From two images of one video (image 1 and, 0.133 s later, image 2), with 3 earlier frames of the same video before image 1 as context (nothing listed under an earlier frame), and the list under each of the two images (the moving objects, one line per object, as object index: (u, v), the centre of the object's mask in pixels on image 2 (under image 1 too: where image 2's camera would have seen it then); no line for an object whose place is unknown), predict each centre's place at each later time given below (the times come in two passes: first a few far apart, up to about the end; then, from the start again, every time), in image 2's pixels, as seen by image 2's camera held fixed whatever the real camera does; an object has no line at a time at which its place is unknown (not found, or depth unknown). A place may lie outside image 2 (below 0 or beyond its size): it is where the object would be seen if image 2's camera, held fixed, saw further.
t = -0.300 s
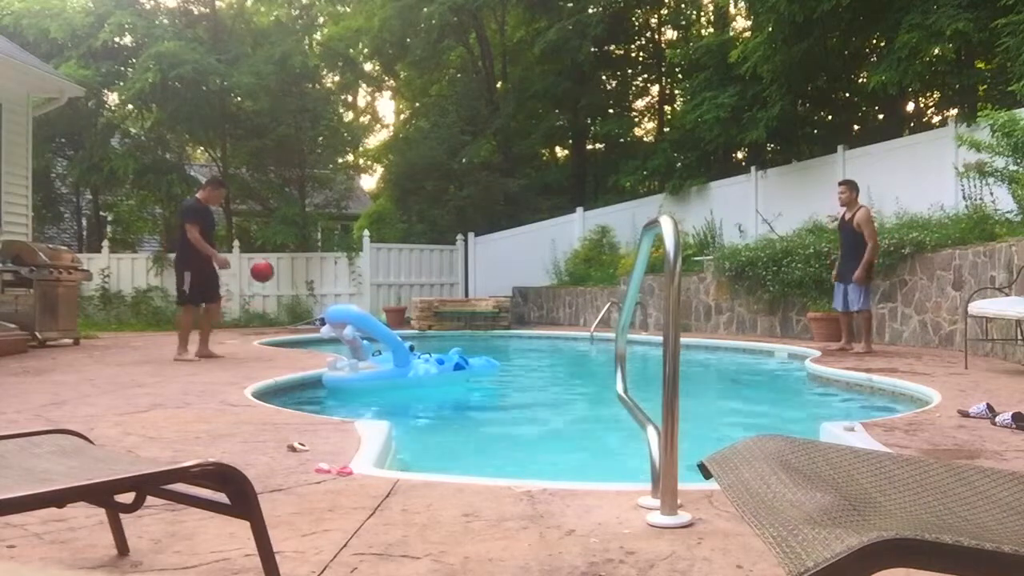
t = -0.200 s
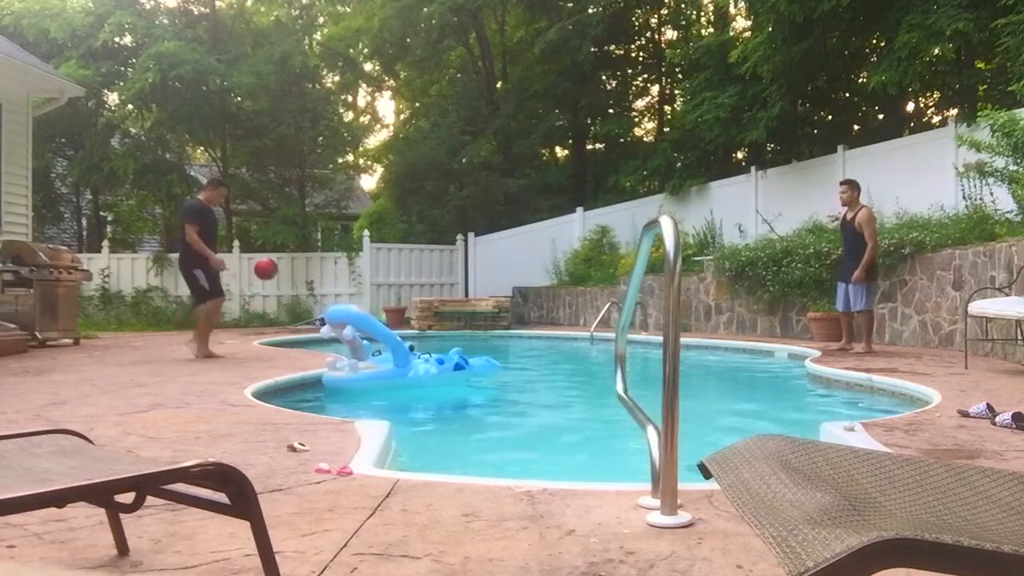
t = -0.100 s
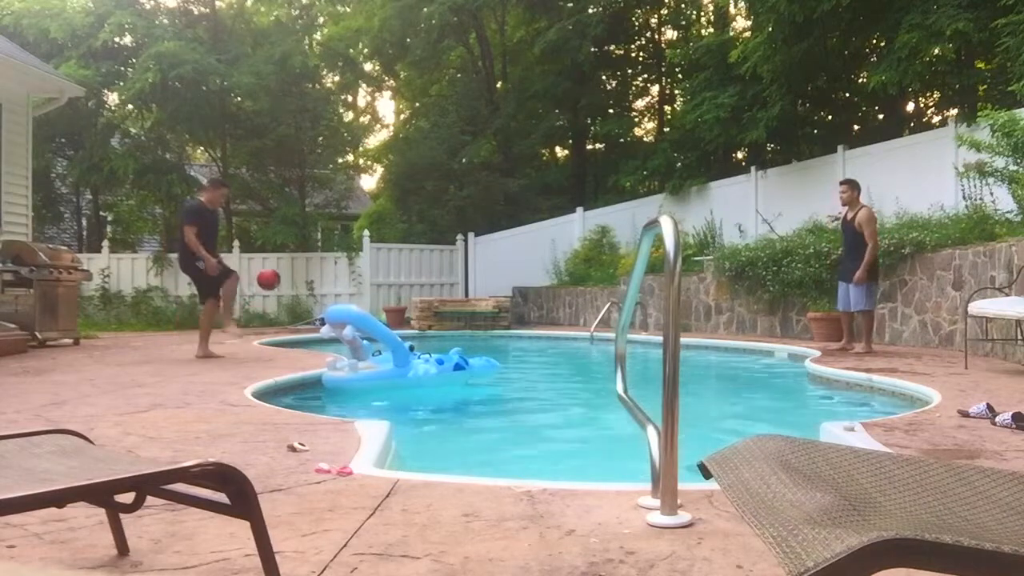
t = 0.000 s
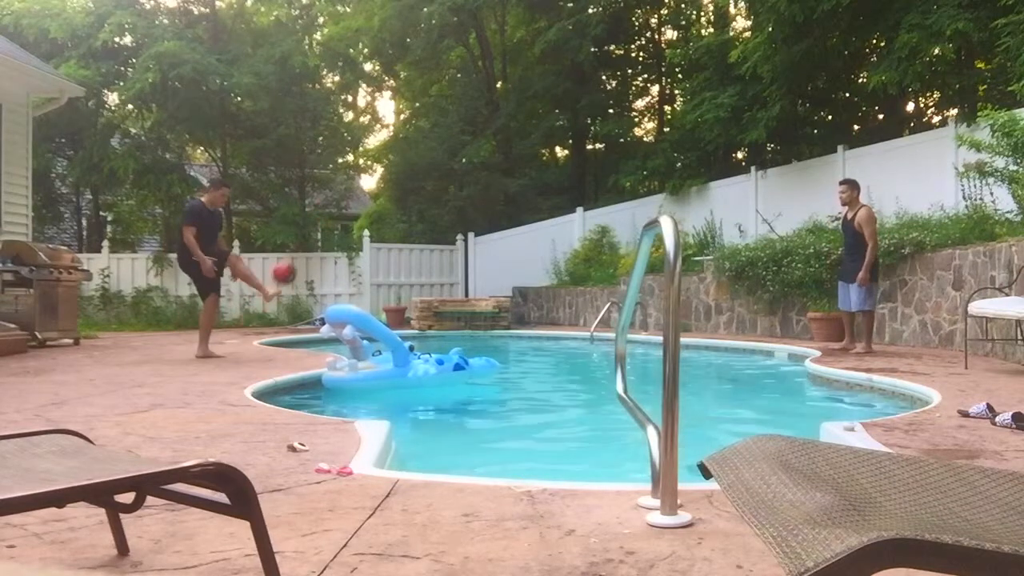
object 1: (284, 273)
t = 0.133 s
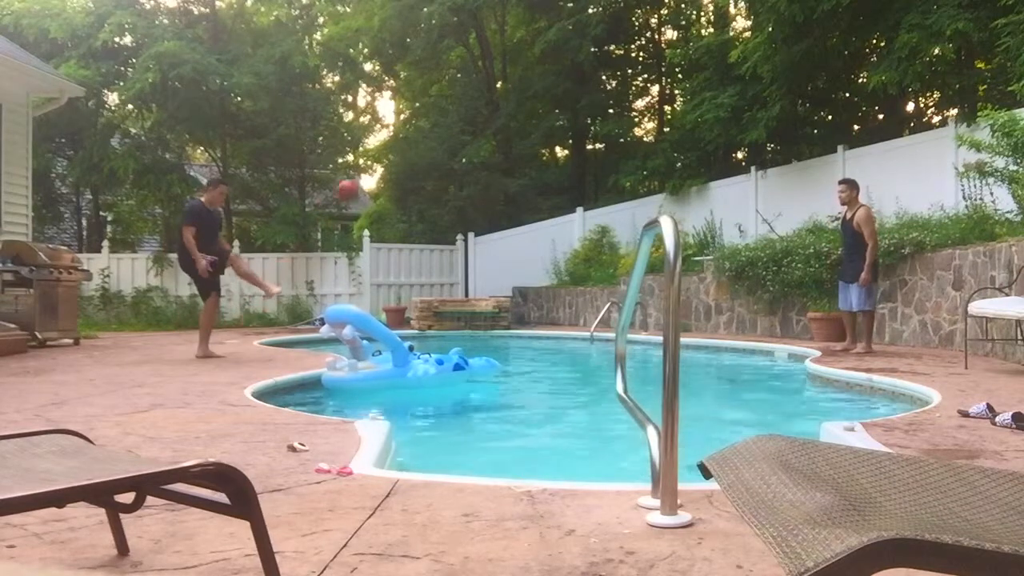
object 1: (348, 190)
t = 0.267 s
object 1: (410, 130)
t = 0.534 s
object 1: (525, 72)
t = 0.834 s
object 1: (645, 91)
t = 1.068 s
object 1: (734, 167)
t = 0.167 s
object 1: (363, 174)
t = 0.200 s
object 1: (378, 157)
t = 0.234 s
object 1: (397, 143)
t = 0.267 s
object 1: (410, 130)
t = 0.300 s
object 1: (422, 117)
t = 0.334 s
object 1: (438, 106)
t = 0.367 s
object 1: (451, 98)
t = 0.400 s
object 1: (467, 91)
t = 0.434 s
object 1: (480, 82)
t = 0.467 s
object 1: (495, 78)
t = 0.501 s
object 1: (511, 74)
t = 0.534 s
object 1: (525, 72)
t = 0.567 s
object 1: (537, 69)
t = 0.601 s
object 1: (552, 67)
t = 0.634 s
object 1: (565, 67)
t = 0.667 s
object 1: (579, 70)
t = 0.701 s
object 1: (592, 72)
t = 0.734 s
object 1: (604, 75)
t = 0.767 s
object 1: (618, 80)
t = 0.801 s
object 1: (631, 85)
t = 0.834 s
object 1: (645, 91)
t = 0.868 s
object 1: (658, 99)
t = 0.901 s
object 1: (671, 107)
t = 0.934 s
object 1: (682, 117)
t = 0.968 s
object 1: (697, 129)
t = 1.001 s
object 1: (710, 141)
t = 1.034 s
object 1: (722, 154)
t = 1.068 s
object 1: (734, 167)
